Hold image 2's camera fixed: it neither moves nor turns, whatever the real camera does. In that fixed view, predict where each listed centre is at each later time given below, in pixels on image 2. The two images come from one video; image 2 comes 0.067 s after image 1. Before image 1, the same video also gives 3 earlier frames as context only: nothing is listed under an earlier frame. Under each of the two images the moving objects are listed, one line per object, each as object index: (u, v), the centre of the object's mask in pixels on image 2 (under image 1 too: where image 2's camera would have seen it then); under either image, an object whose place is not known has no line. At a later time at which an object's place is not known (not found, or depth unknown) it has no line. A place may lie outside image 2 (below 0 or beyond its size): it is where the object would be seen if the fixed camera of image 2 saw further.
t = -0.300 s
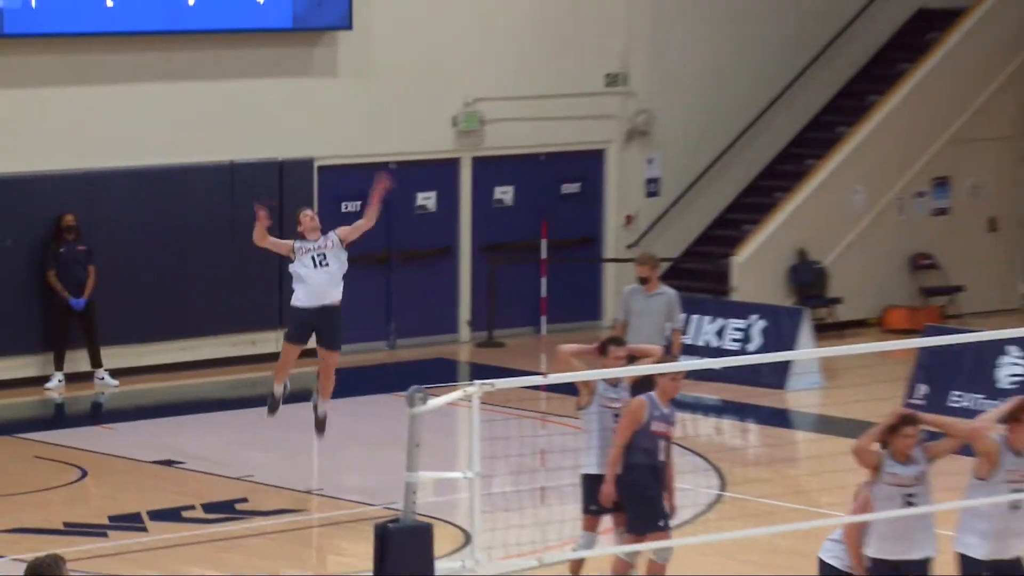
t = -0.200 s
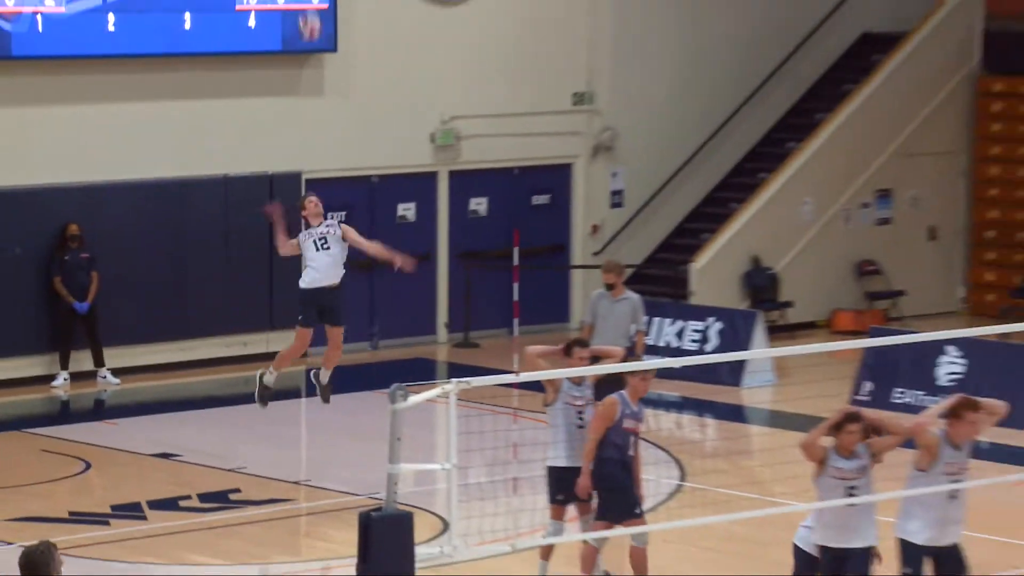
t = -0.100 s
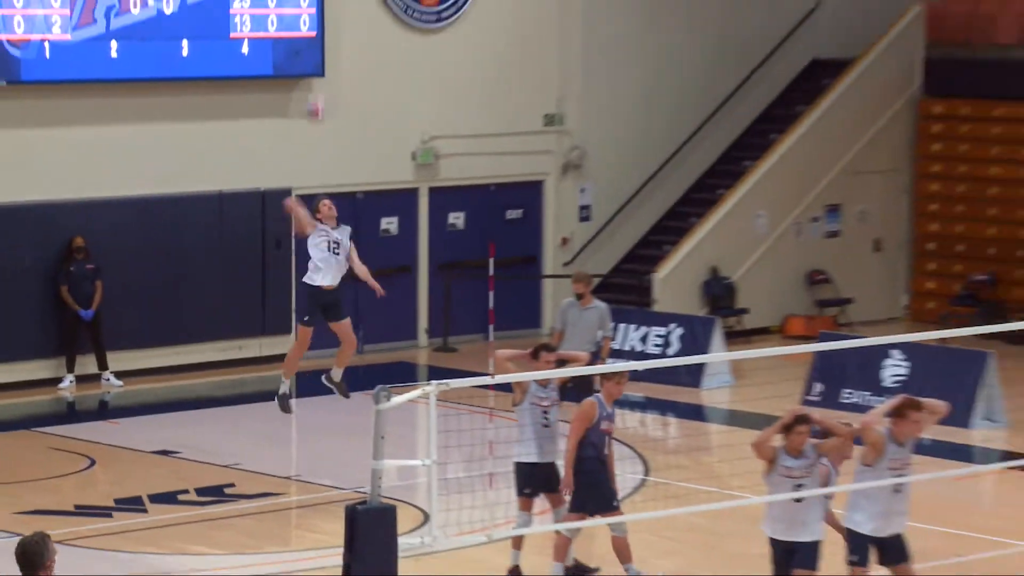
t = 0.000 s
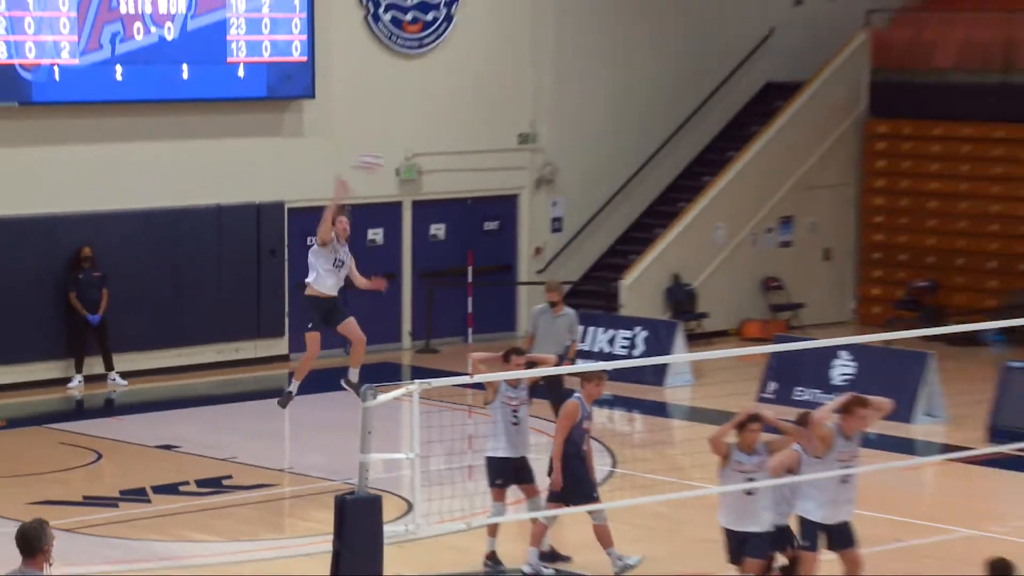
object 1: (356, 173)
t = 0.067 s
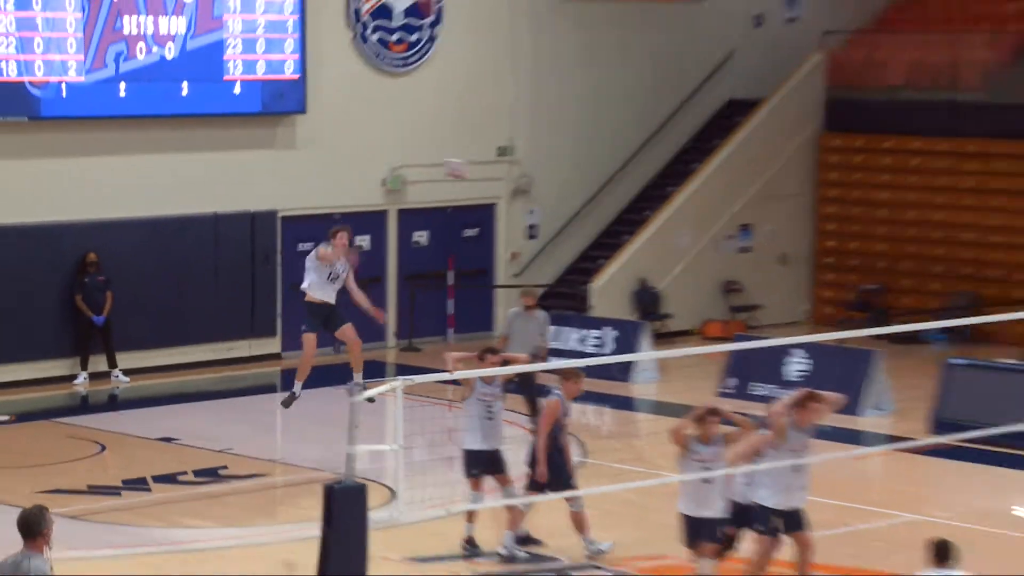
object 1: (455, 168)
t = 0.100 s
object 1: (508, 169)
